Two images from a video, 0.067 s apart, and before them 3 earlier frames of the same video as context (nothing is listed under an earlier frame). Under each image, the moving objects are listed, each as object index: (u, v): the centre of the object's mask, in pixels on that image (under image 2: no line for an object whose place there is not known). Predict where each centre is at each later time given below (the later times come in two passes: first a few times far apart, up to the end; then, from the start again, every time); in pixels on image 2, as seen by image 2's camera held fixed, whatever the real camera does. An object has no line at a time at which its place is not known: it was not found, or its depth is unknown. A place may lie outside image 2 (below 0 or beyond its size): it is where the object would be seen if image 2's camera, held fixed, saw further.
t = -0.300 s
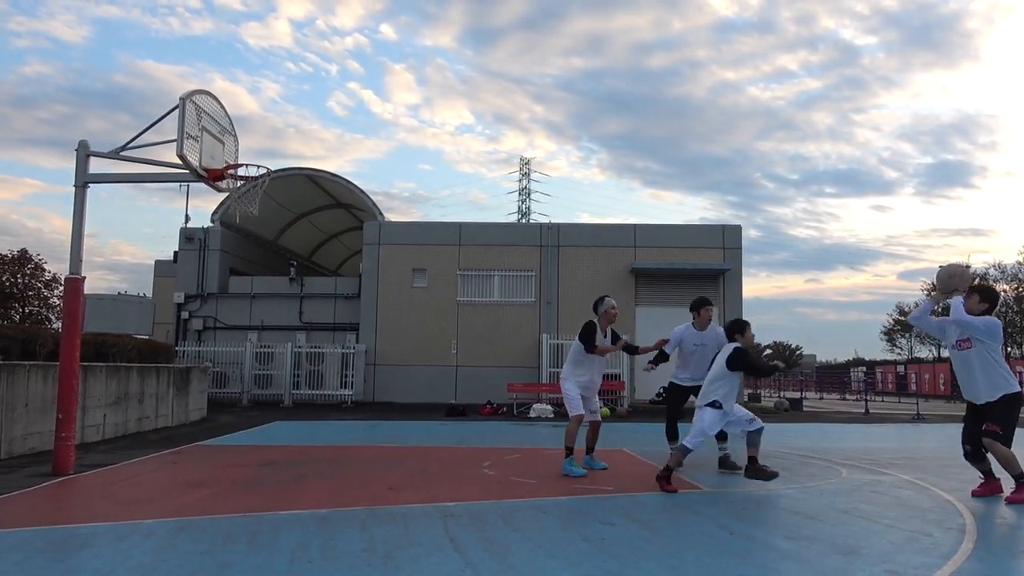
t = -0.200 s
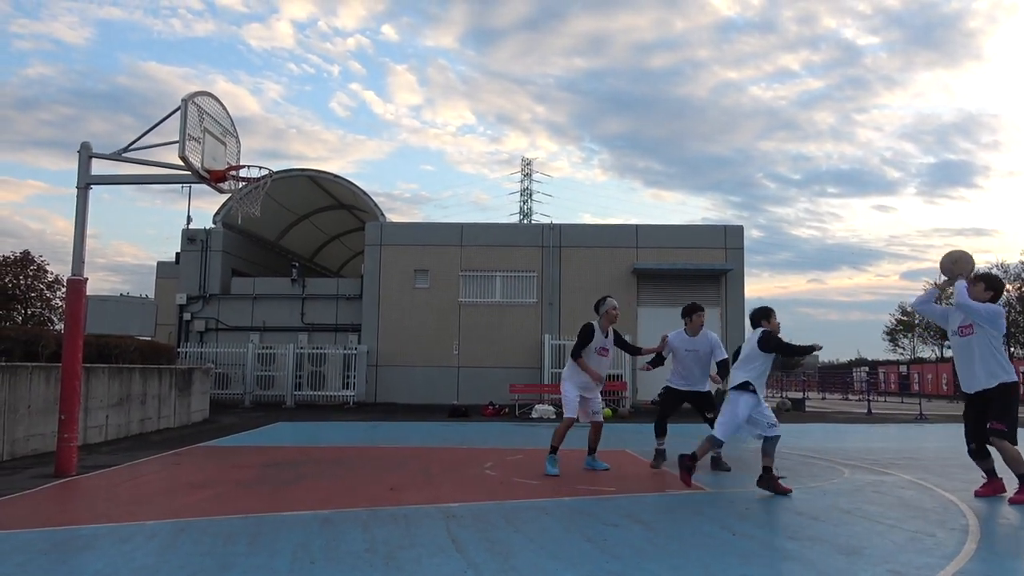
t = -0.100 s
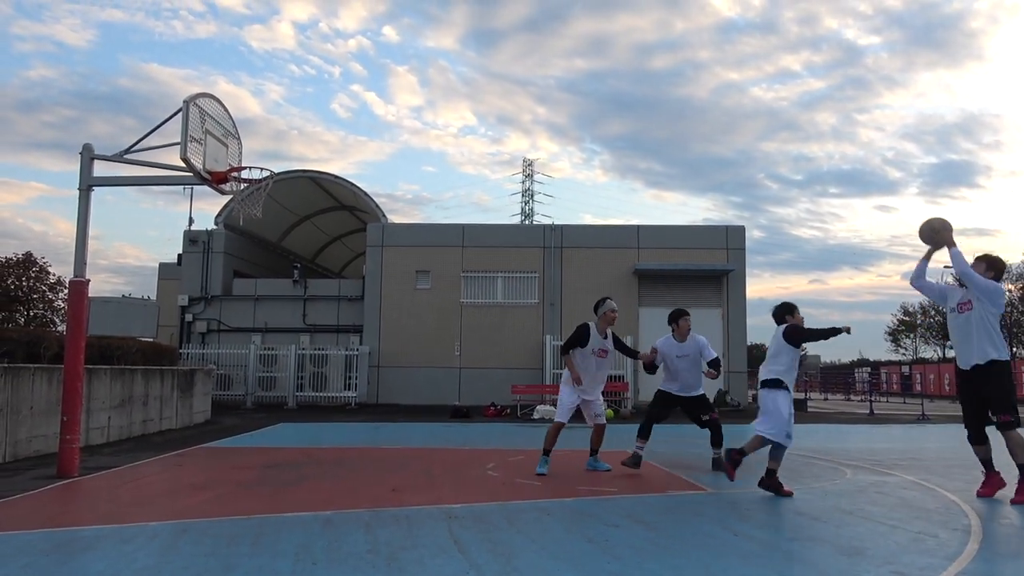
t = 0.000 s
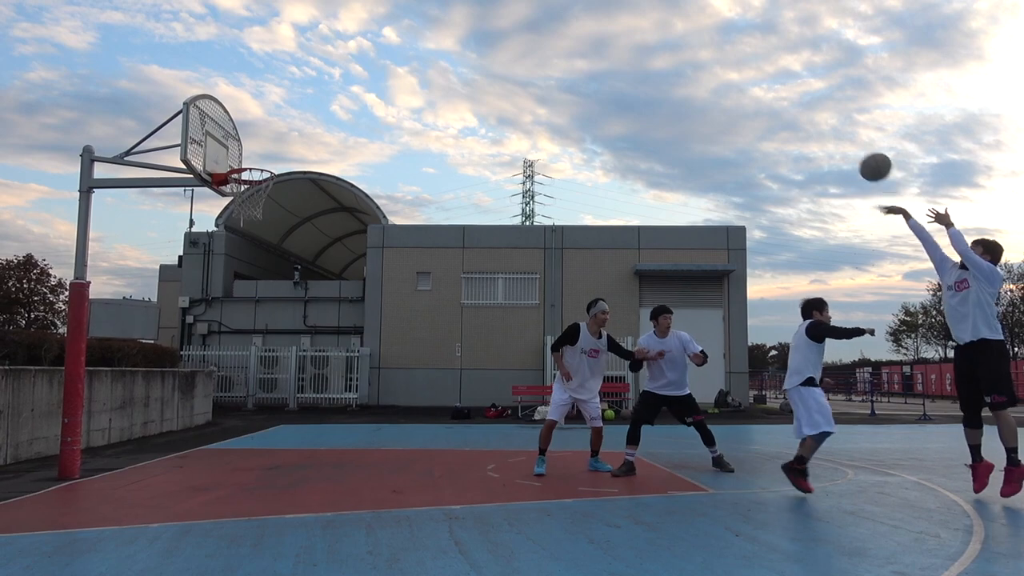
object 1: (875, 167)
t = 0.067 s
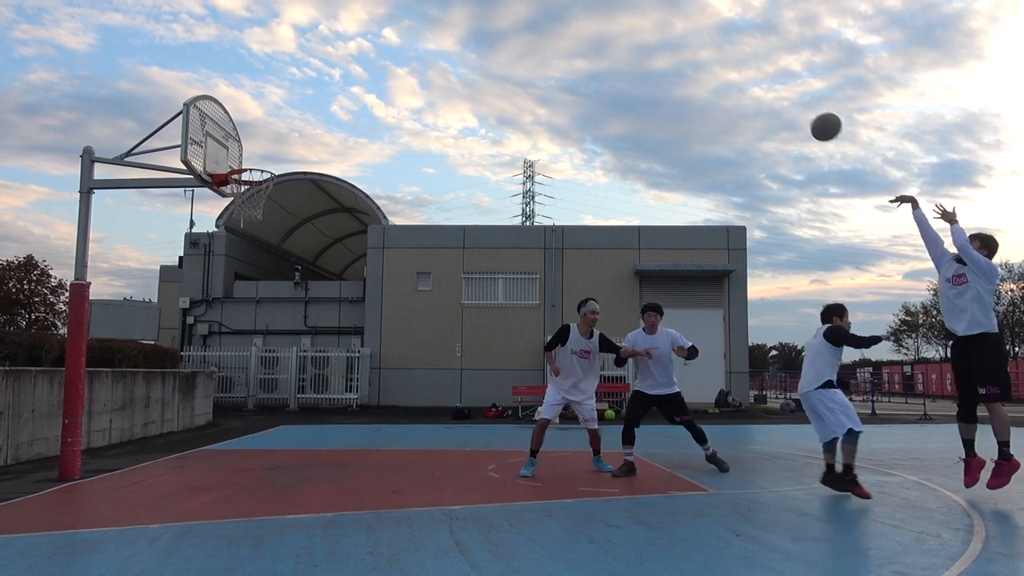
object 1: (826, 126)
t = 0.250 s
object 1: (701, 49)
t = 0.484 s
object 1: (561, 11)
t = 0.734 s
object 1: (427, 24)
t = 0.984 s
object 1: (302, 96)
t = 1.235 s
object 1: (221, 129)
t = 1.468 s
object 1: (269, 96)
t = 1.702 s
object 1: (318, 116)
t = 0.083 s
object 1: (813, 117)
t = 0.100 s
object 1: (802, 109)
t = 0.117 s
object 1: (790, 101)
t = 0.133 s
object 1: (778, 93)
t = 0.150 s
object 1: (767, 85)
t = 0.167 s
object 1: (755, 78)
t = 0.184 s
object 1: (744, 72)
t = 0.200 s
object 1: (733, 66)
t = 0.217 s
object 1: (722, 59)
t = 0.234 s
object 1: (711, 54)
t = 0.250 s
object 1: (701, 49)
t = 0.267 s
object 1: (690, 44)
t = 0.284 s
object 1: (680, 39)
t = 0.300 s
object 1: (669, 35)
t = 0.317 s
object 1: (659, 31)
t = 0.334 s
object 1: (649, 27)
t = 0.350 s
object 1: (639, 24)
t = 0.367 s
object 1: (628, 21)
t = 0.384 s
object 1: (618, 18)
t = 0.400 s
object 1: (609, 16)
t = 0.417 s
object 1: (599, 14)
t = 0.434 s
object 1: (589, 13)
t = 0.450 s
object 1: (580, 12)
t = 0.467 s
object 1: (570, 12)
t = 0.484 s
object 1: (561, 11)
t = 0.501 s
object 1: (551, 11)
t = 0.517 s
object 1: (542, 11)
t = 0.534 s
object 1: (533, 11)
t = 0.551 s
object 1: (524, 11)
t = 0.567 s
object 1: (515, 11)
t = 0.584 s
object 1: (506, 11)
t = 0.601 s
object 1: (496, 11)
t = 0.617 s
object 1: (488, 12)
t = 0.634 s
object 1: (479, 12)
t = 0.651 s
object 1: (470, 14)
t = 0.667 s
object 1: (461, 15)
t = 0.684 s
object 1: (453, 16)
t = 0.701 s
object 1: (444, 19)
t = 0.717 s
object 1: (435, 21)
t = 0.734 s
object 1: (427, 24)
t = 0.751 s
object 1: (418, 27)
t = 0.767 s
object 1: (410, 31)
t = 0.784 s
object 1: (402, 34)
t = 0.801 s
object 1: (393, 38)
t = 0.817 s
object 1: (385, 42)
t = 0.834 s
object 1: (376, 47)
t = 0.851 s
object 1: (368, 51)
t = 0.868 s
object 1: (359, 56)
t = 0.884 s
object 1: (351, 61)
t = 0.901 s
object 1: (343, 66)
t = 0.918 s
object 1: (335, 72)
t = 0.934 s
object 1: (327, 78)
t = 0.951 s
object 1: (318, 84)
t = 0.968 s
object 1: (310, 90)
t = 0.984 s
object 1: (302, 96)
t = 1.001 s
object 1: (294, 103)
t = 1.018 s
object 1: (286, 110)
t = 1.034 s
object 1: (278, 117)
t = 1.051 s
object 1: (270, 124)
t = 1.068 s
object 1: (262, 132)
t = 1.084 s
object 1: (254, 140)
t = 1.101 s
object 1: (246, 148)
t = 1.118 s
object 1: (238, 157)
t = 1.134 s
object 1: (232, 158)
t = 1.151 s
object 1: (226, 153)
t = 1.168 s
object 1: (220, 148)
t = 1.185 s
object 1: (213, 143)
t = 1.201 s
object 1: (214, 138)
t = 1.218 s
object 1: (217, 134)
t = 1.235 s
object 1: (221, 129)
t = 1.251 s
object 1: (224, 126)
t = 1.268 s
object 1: (228, 122)
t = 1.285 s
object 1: (231, 118)
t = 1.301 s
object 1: (235, 115)
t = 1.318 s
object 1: (238, 112)
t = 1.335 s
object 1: (241, 109)
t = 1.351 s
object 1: (245, 107)
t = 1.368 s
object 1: (248, 104)
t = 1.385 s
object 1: (252, 102)
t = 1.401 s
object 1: (255, 101)
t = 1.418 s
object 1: (259, 99)
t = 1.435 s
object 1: (262, 98)
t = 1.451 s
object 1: (266, 97)
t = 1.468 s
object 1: (269, 96)
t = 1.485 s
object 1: (272, 96)
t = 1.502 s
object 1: (276, 96)
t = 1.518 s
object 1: (279, 96)
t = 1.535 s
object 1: (283, 96)
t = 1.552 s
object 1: (286, 97)
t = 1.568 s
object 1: (290, 98)
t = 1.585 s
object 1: (293, 99)
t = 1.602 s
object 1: (297, 101)
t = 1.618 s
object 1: (300, 103)
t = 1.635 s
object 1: (304, 105)
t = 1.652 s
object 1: (307, 107)
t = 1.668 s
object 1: (311, 110)
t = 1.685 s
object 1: (314, 113)
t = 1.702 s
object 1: (318, 116)
